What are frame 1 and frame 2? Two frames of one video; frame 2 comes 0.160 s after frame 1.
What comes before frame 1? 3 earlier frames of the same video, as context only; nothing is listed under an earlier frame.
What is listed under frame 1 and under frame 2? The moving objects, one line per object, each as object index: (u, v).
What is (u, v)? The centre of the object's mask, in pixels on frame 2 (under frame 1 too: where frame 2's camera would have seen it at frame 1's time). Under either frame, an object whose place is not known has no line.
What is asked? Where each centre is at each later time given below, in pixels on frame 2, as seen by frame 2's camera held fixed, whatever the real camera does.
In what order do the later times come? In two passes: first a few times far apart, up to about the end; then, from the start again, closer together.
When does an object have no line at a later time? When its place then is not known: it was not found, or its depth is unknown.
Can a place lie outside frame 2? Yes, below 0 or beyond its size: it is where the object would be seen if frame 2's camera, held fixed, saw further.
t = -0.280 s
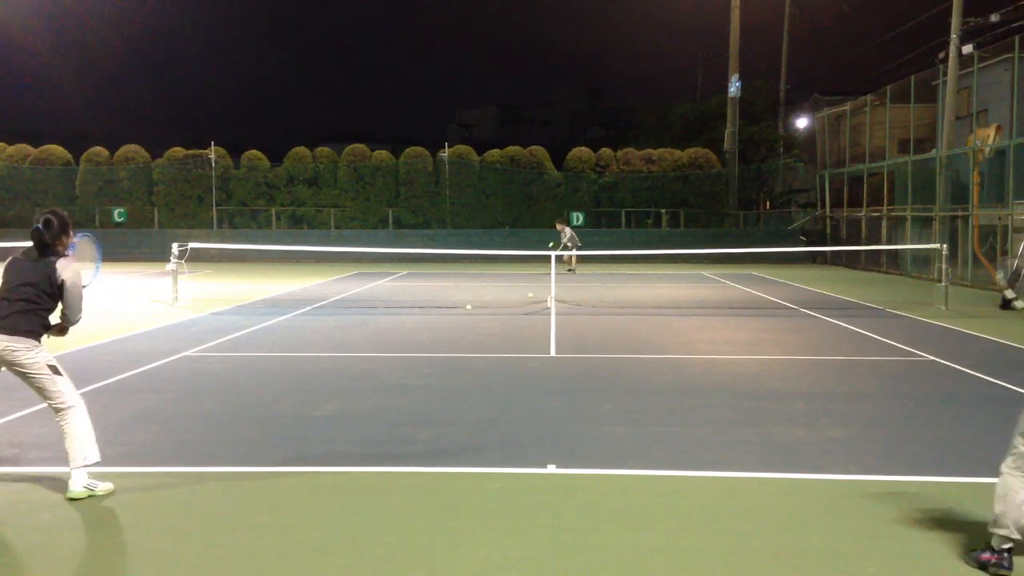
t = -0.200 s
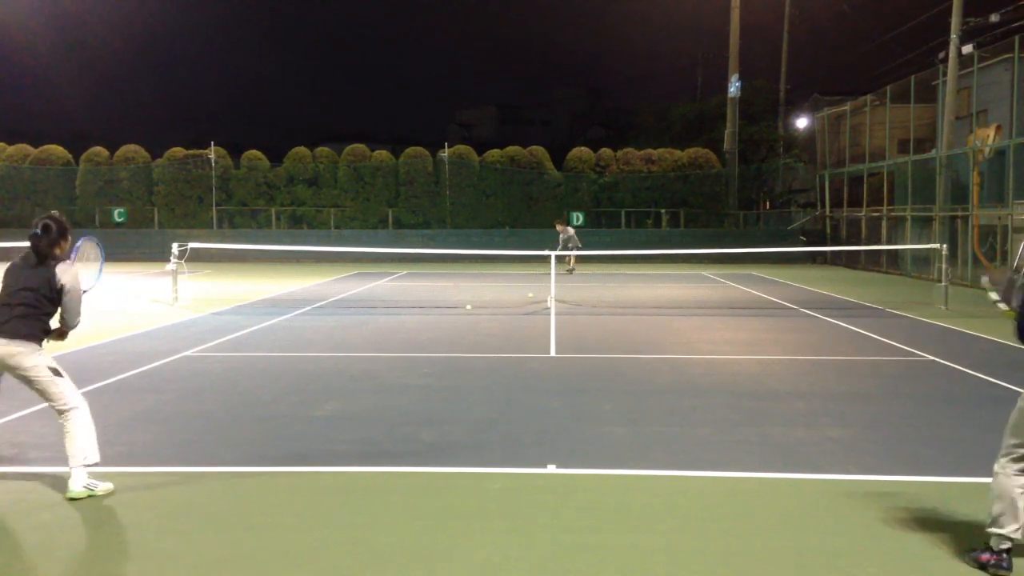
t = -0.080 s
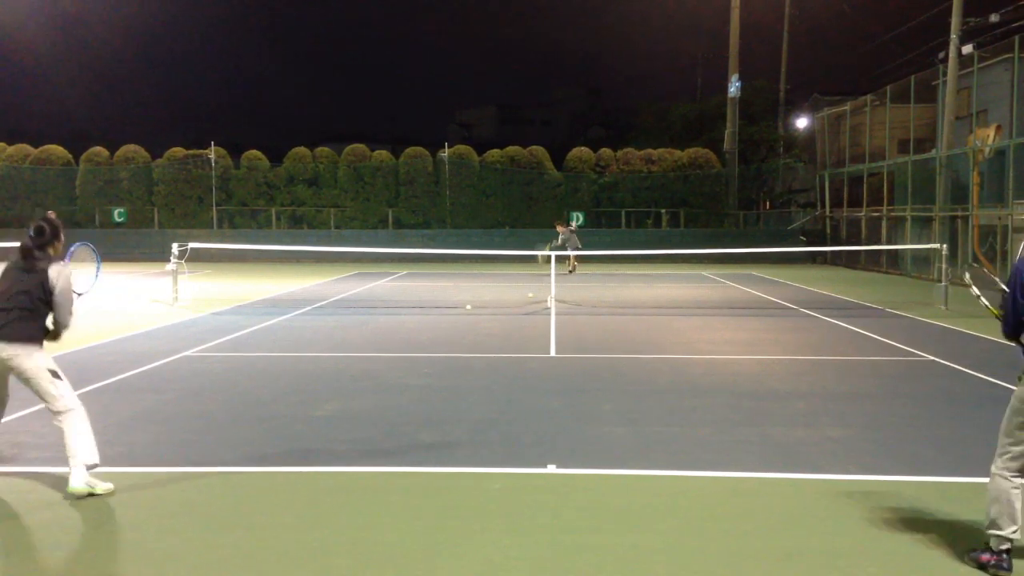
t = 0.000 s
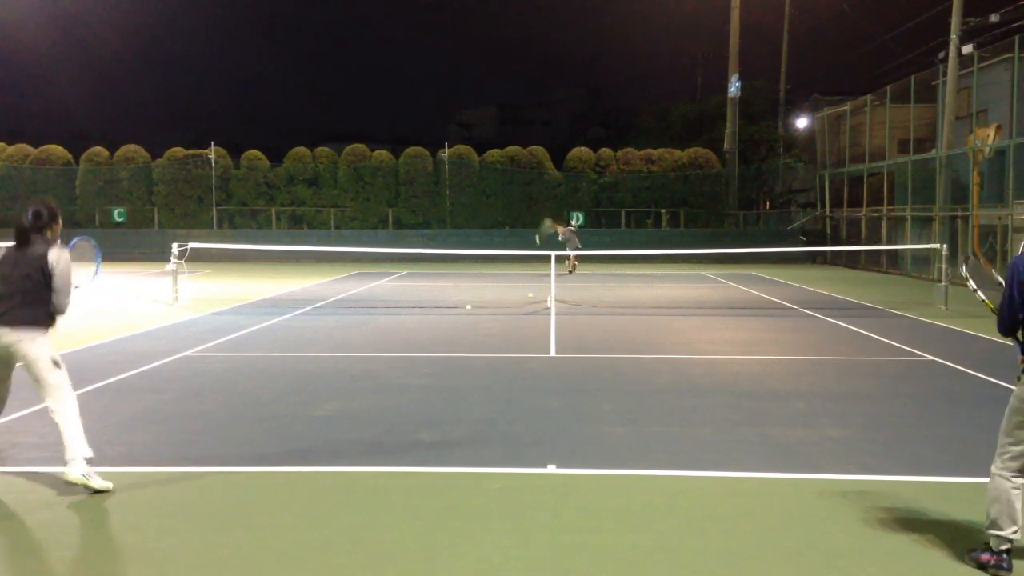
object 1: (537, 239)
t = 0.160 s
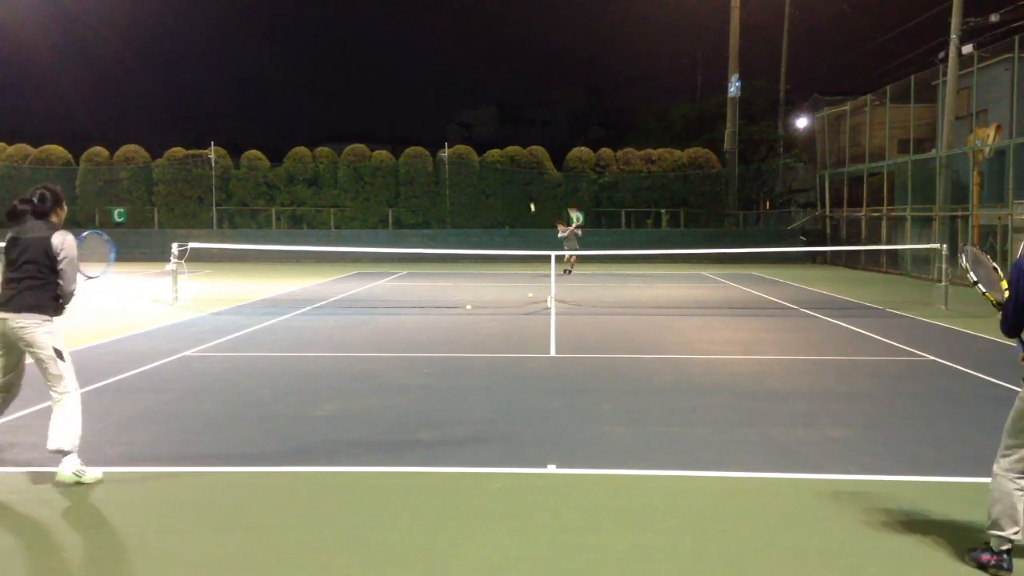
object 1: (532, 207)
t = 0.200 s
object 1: (531, 201)
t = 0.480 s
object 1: (519, 174)
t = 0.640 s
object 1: (511, 179)
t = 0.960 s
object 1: (486, 266)
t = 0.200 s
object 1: (531, 201)
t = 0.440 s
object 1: (521, 175)
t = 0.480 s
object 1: (519, 174)
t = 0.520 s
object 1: (518, 173)
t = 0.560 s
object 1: (516, 174)
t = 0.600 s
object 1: (513, 176)
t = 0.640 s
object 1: (511, 179)
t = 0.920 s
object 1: (490, 247)
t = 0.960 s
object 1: (486, 266)
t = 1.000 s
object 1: (481, 288)
